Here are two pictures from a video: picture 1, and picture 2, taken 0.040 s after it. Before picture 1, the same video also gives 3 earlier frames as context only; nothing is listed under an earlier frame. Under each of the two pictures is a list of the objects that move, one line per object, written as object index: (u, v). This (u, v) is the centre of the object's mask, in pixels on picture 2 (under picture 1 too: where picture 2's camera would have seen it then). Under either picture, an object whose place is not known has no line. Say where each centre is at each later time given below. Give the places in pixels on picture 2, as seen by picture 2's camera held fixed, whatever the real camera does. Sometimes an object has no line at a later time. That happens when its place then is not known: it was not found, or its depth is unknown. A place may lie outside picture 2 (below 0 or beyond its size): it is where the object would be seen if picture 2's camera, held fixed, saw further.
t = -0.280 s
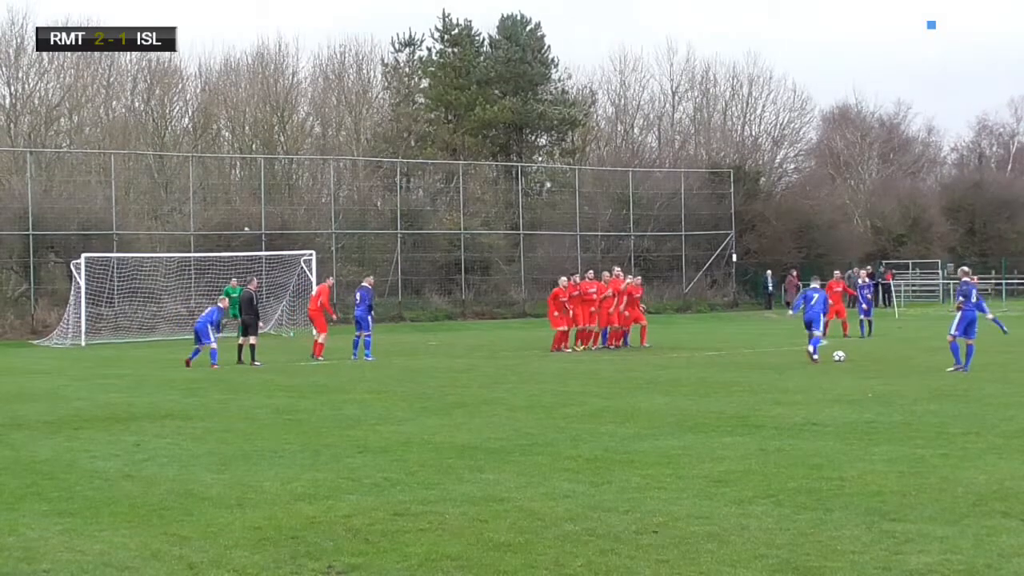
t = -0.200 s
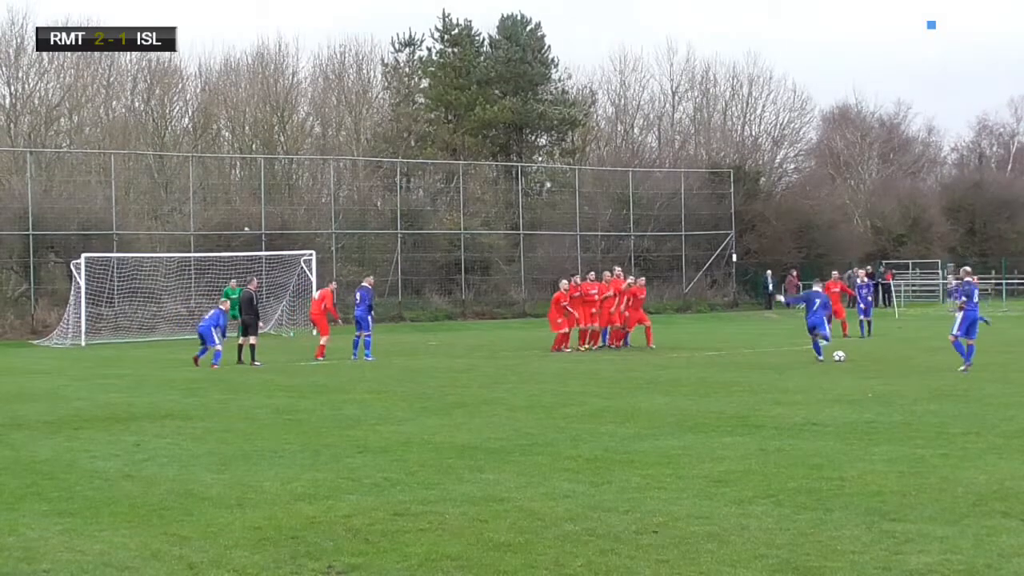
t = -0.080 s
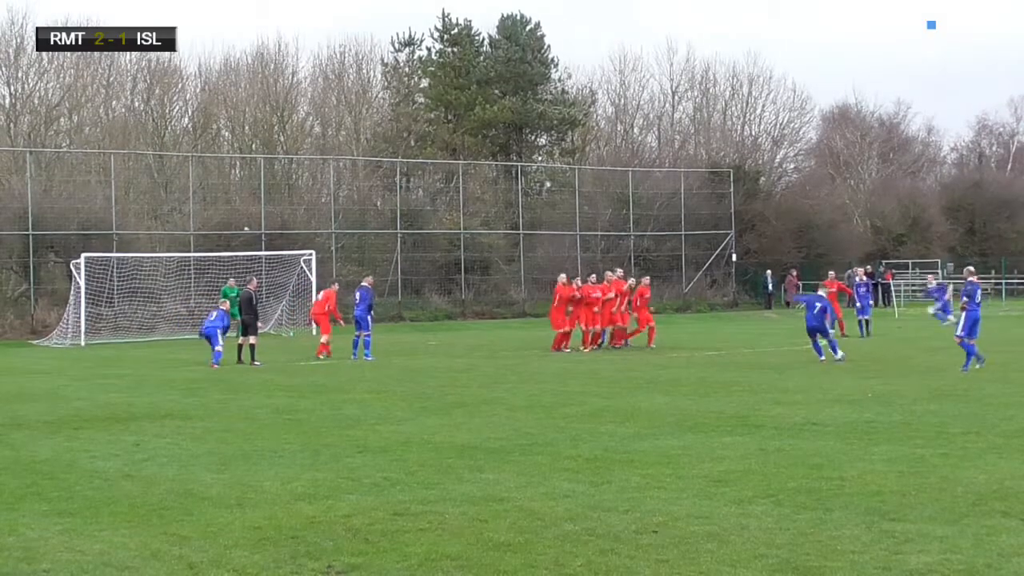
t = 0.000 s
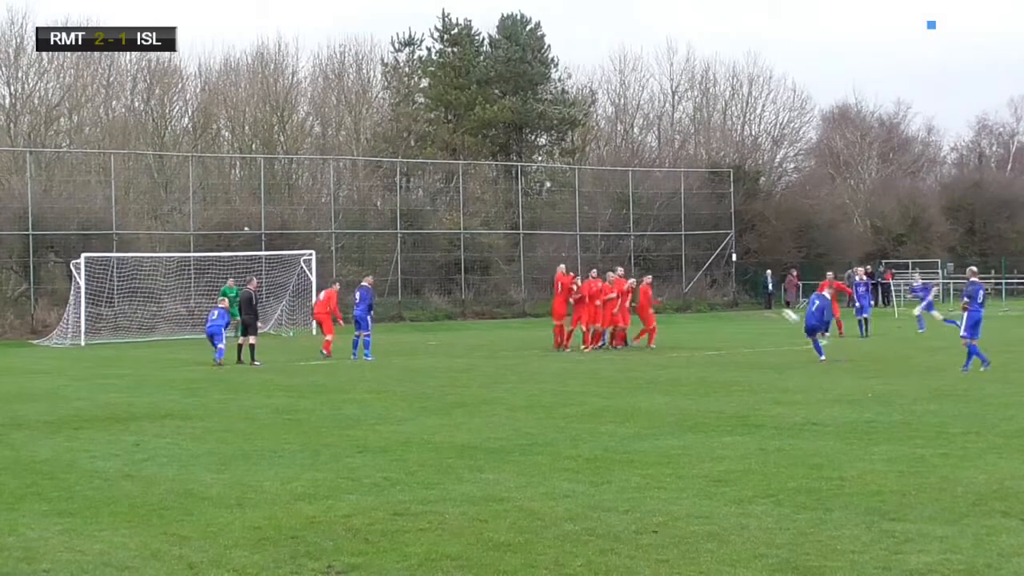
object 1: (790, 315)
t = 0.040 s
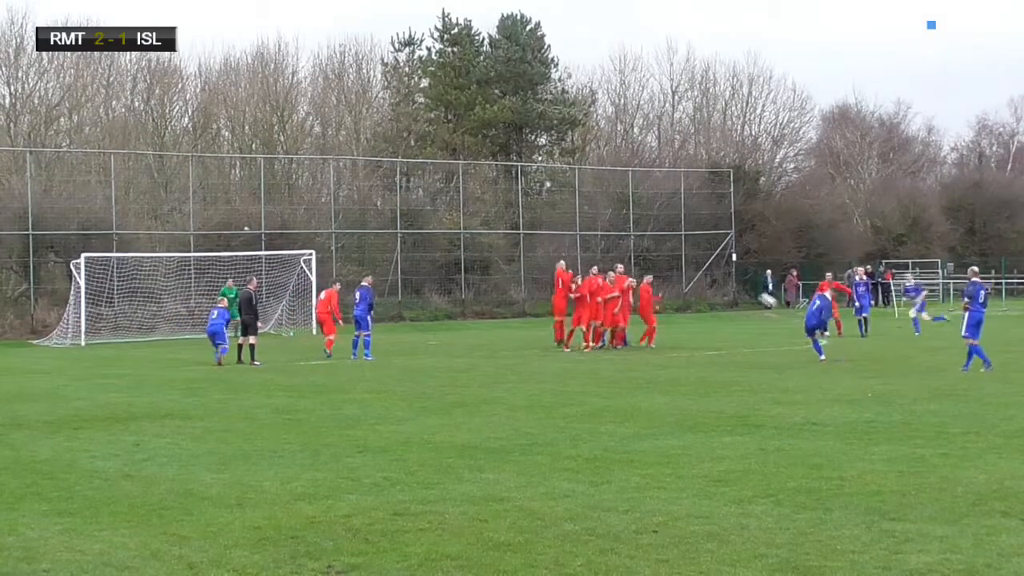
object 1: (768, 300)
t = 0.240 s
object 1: (663, 244)
